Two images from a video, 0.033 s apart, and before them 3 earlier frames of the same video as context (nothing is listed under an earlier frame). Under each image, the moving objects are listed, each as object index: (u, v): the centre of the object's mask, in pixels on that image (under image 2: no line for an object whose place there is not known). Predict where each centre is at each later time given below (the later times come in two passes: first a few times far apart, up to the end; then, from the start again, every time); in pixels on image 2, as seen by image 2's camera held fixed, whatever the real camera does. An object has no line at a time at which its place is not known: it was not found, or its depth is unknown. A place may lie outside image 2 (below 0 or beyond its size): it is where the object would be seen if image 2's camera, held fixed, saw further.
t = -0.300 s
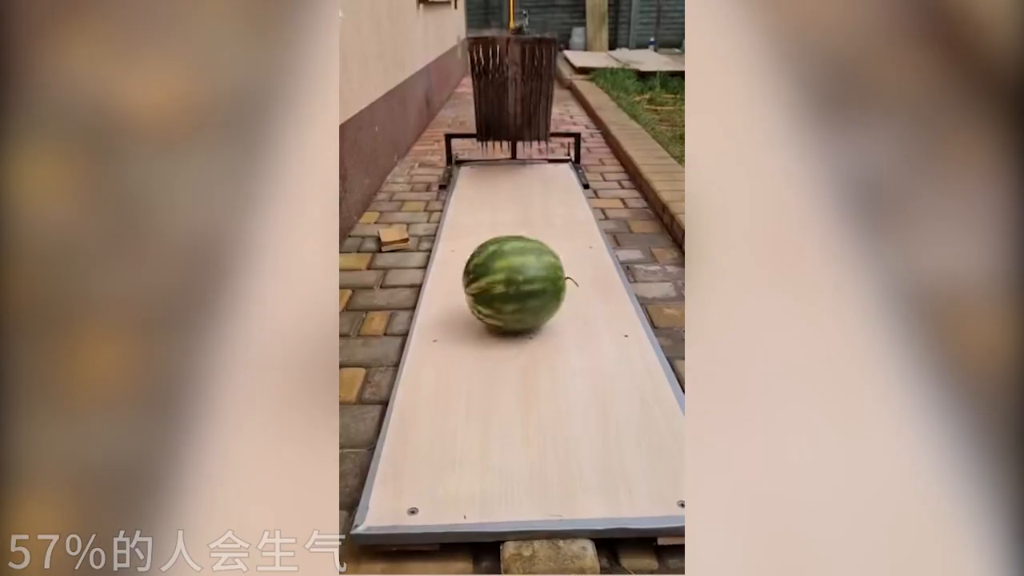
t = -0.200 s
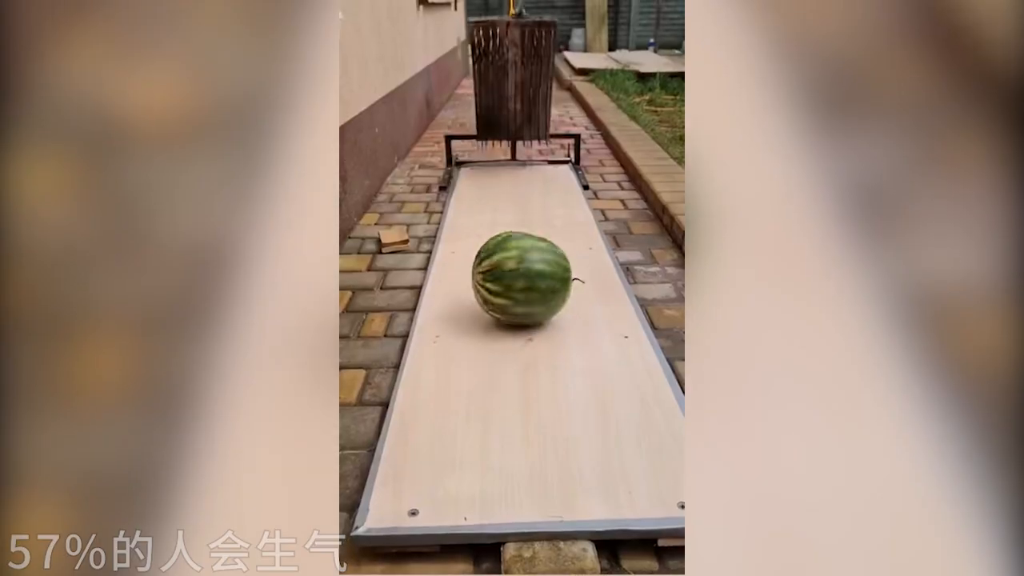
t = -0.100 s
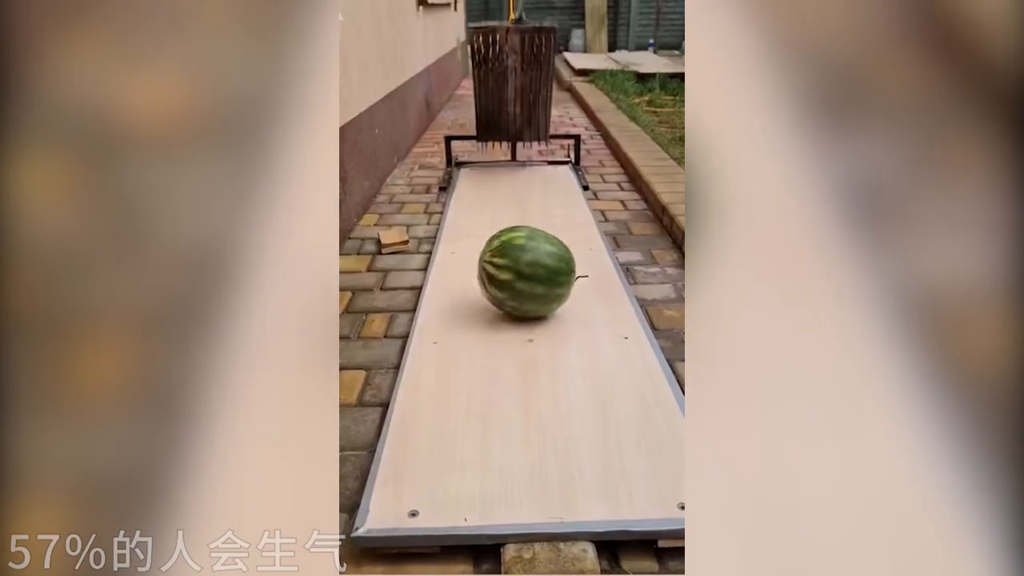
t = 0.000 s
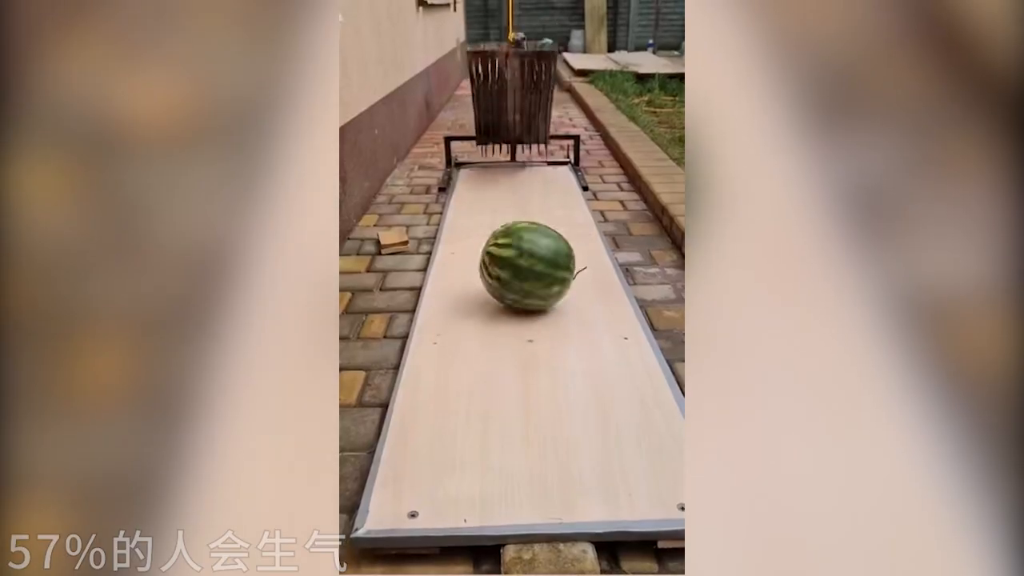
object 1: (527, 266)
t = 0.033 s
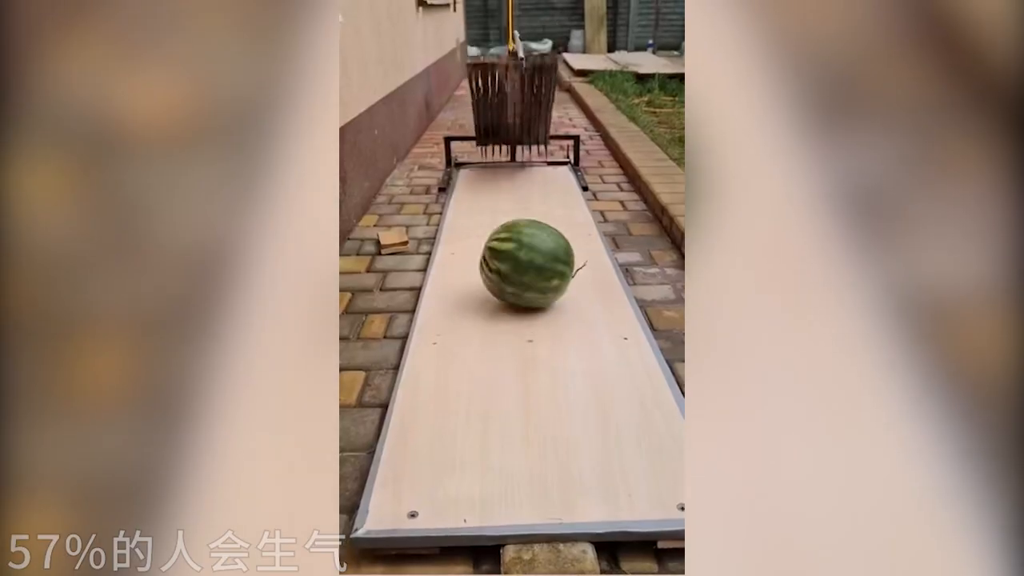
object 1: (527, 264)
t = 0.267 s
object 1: (525, 249)
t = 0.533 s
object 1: (530, 235)
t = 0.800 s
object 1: (552, 221)
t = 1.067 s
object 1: (564, 211)
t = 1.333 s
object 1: (569, 199)
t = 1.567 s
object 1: (578, 190)
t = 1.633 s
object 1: (582, 189)
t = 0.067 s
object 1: (527, 262)
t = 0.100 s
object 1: (527, 260)
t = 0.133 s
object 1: (526, 257)
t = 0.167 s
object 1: (526, 255)
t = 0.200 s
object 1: (526, 253)
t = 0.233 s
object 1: (525, 251)
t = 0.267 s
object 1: (525, 249)
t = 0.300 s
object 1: (525, 247)
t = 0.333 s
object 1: (525, 246)
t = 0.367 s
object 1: (525, 244)
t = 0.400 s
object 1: (525, 242)
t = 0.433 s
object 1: (526, 240)
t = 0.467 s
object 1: (527, 238)
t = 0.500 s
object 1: (528, 236)
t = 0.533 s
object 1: (530, 235)
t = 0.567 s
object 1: (532, 233)
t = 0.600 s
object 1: (534, 232)
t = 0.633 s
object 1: (537, 230)
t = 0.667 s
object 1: (540, 228)
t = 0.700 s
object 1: (544, 226)
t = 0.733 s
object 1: (547, 224)
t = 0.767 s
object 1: (550, 222)
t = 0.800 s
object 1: (552, 221)
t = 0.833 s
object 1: (555, 219)
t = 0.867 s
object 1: (557, 218)
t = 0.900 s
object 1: (559, 216)
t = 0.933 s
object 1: (560, 215)
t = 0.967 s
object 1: (562, 214)
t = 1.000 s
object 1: (563, 213)
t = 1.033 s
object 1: (564, 212)
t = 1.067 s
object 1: (564, 211)
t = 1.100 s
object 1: (565, 210)
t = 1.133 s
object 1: (566, 208)
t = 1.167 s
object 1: (566, 207)
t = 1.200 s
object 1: (567, 206)
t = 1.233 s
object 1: (567, 204)
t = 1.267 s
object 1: (567, 203)
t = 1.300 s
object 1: (568, 201)
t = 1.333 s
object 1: (569, 199)
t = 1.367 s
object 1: (569, 198)
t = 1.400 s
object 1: (571, 196)
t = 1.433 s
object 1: (572, 196)
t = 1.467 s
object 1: (573, 194)
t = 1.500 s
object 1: (574, 193)
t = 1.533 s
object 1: (576, 192)
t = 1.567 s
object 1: (578, 190)
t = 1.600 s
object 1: (580, 190)
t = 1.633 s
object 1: (582, 189)
